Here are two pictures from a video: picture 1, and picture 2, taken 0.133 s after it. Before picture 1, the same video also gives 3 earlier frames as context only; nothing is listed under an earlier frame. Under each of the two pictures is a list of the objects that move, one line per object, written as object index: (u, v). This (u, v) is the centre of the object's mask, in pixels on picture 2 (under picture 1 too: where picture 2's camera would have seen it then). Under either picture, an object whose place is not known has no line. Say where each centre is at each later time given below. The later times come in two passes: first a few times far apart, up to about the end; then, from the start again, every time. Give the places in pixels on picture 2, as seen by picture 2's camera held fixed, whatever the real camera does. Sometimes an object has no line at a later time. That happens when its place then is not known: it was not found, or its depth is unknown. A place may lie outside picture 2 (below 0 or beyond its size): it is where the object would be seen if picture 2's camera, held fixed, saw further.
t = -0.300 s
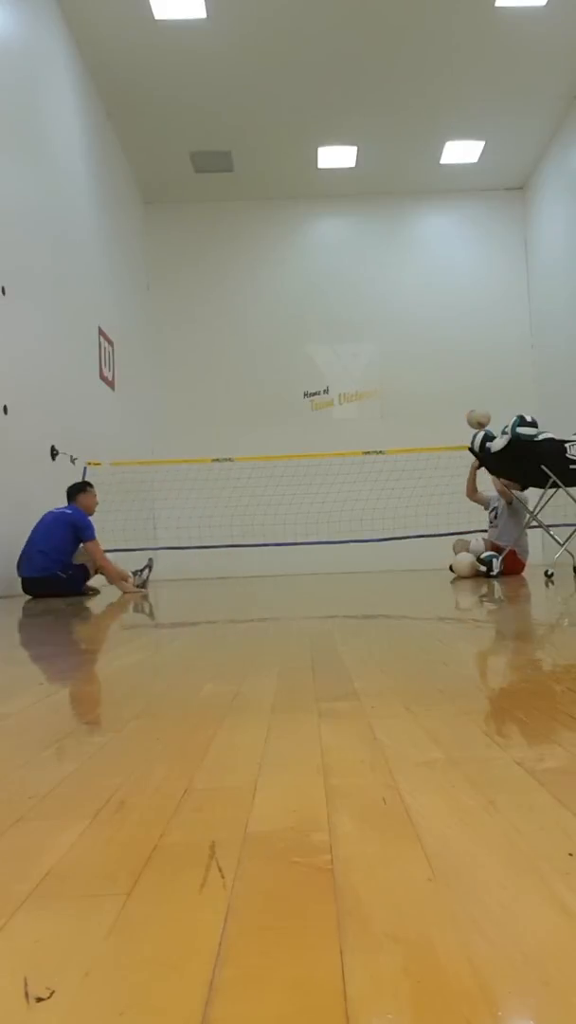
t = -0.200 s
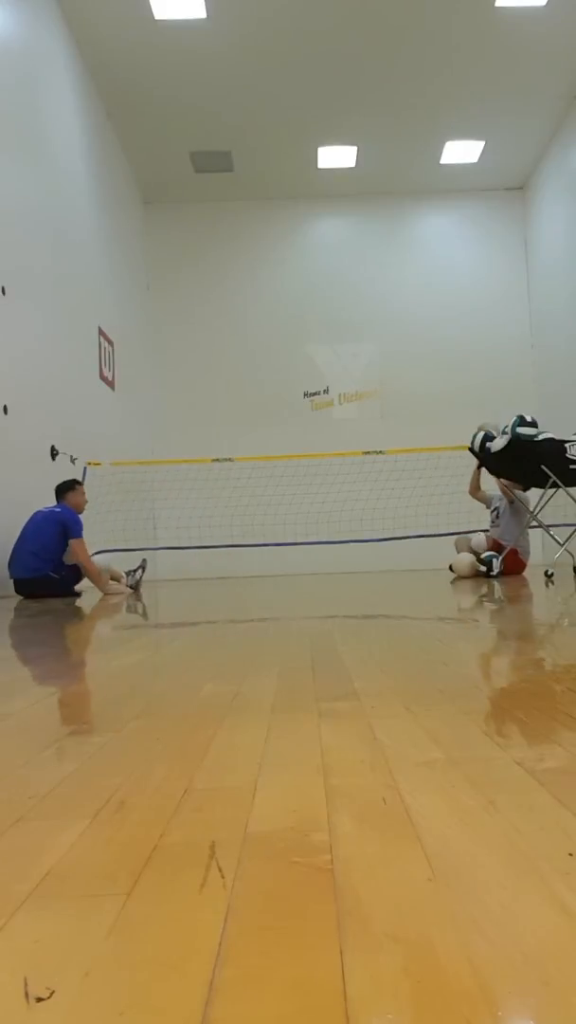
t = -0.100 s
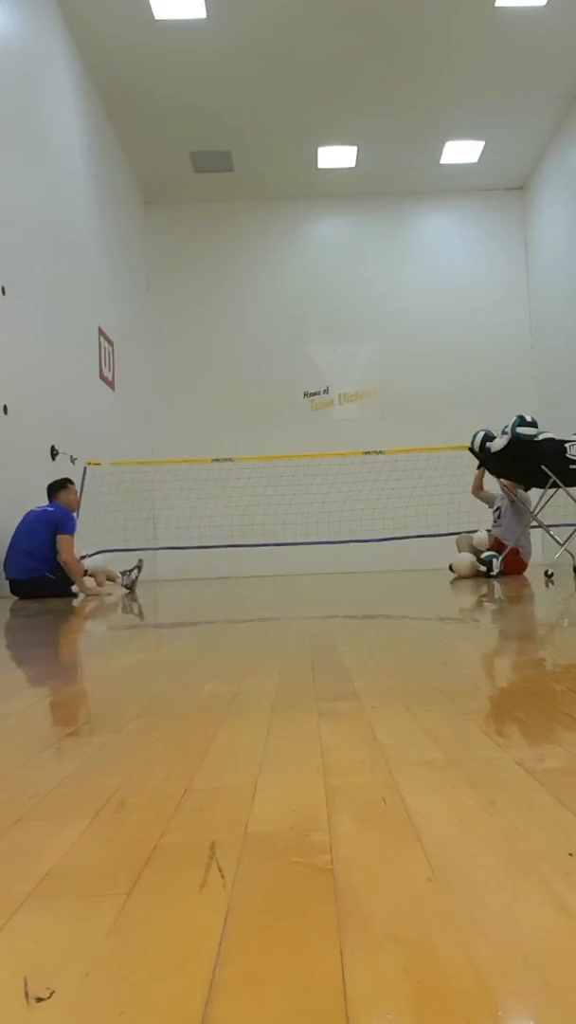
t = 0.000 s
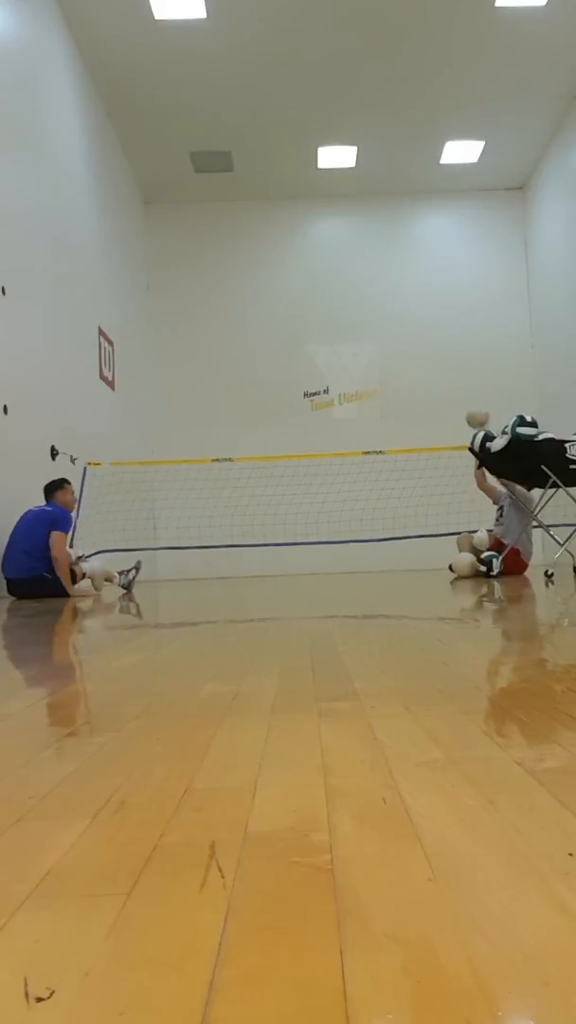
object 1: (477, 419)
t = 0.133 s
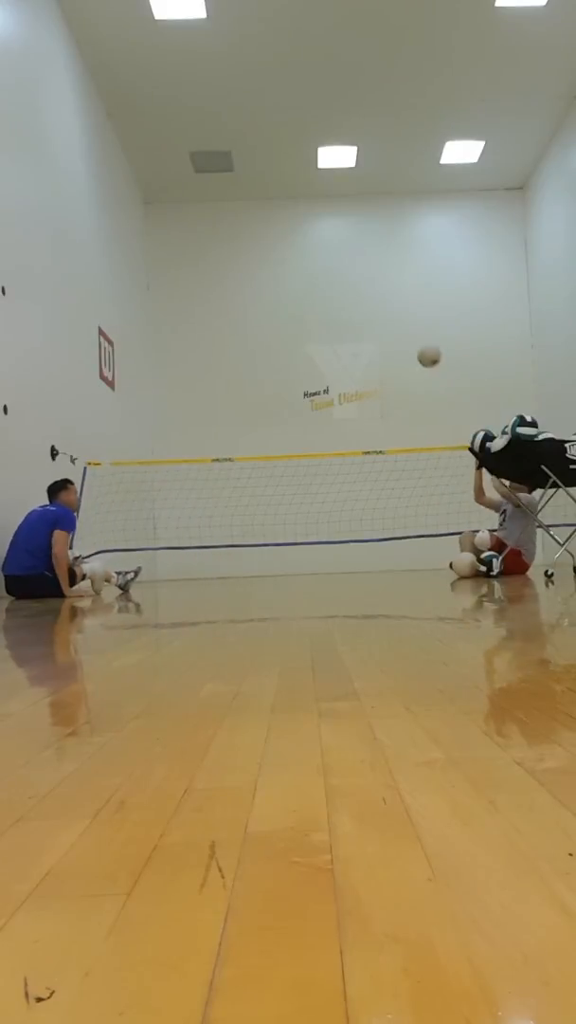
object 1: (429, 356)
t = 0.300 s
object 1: (370, 305)
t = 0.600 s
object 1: (274, 288)
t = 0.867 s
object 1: (193, 350)
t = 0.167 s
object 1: (417, 344)
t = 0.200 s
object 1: (405, 332)
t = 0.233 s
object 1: (394, 322)
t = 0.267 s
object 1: (382, 313)
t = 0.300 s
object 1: (370, 305)
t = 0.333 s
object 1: (359, 298)
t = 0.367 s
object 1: (348, 292)
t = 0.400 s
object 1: (337, 288)
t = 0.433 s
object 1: (326, 285)
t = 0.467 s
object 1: (316, 283)
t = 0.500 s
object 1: (305, 283)
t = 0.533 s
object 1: (294, 283)
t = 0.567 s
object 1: (284, 284)
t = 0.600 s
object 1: (274, 288)
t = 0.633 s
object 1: (264, 292)
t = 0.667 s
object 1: (253, 297)
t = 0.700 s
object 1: (243, 303)
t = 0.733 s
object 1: (233, 310)
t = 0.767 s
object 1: (223, 317)
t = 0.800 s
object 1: (213, 327)
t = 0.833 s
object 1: (203, 338)
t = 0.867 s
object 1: (193, 350)
